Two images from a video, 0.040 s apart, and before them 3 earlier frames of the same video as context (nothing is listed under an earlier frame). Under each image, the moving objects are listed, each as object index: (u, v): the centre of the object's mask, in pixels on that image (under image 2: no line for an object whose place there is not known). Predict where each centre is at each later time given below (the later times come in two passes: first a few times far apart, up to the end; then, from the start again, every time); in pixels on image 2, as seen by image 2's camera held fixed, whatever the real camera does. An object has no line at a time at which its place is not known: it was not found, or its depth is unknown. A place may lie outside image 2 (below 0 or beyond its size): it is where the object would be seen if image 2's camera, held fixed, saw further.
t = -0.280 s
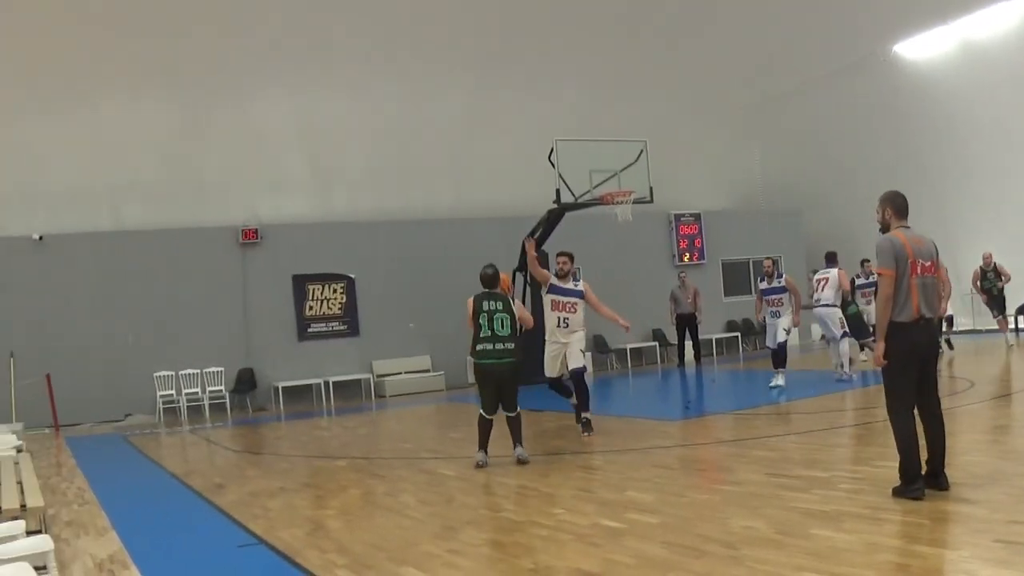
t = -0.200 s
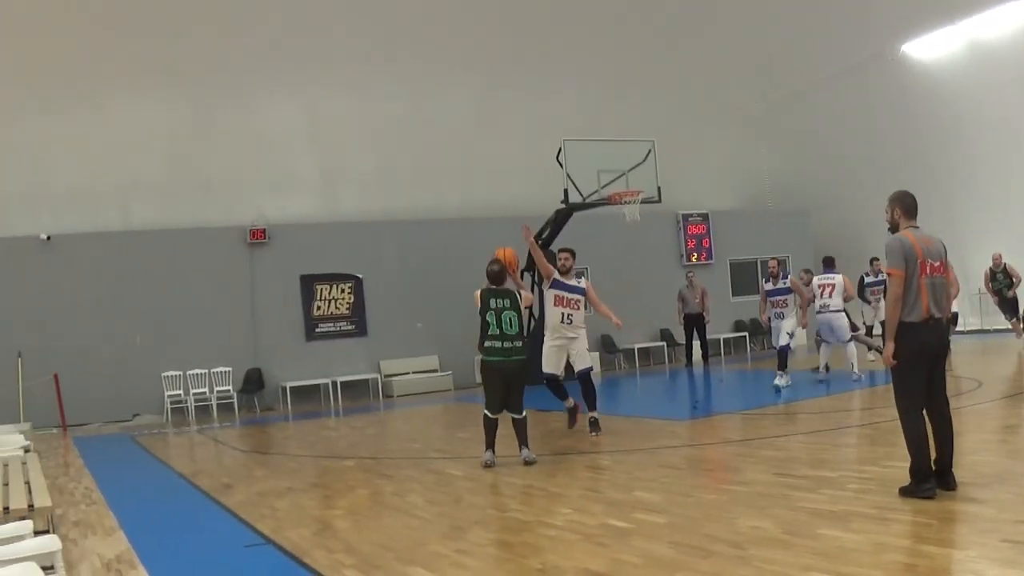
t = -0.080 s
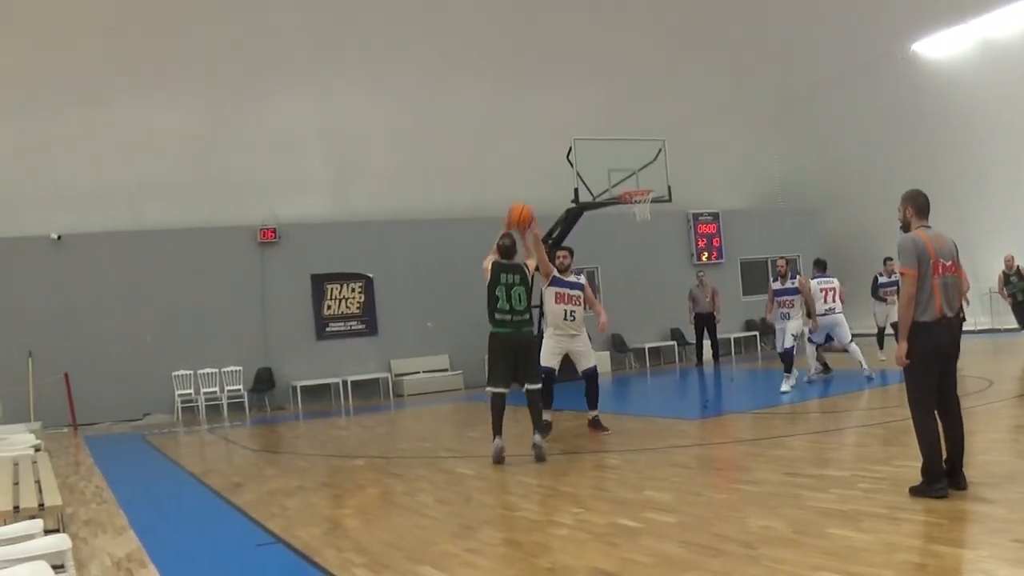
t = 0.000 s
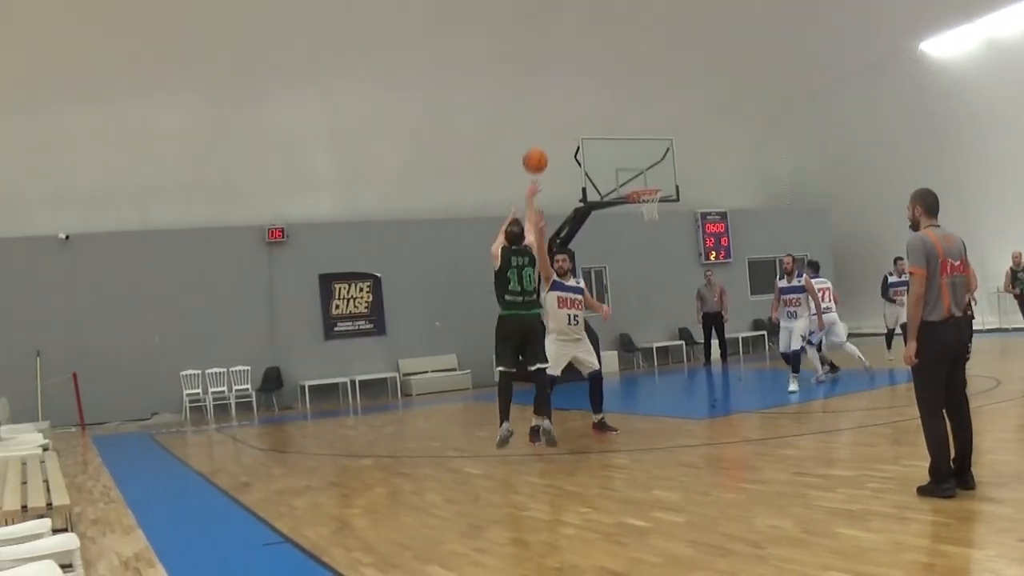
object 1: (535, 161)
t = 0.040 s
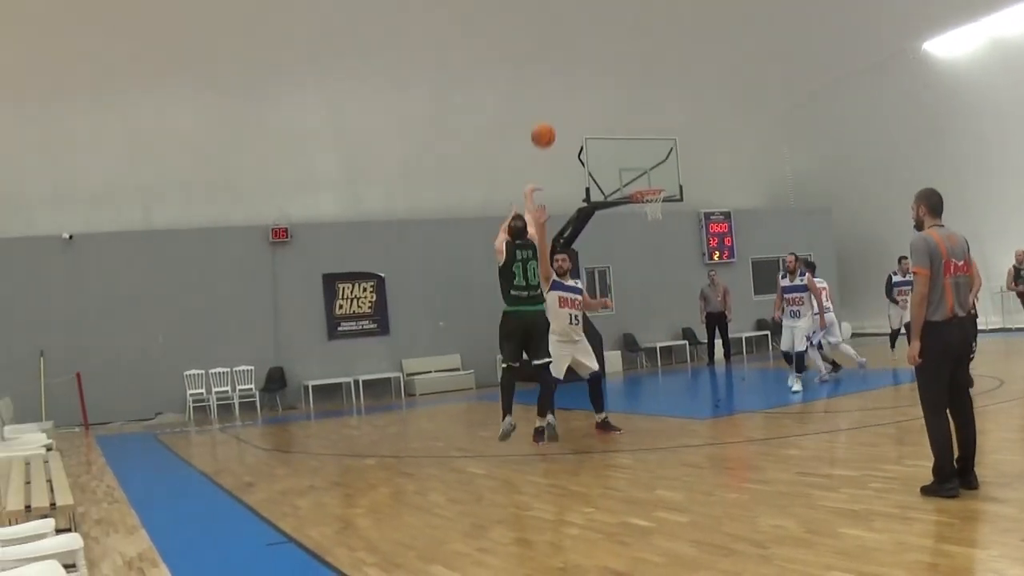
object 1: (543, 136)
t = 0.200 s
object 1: (564, 60)
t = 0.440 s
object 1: (588, 7)
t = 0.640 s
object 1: (605, 4)
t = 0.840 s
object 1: (621, 24)
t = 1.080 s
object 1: (641, 81)
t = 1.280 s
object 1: (657, 150)
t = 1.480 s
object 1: (673, 164)
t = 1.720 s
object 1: (695, 146)
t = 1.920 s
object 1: (712, 158)
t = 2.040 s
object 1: (717, 175)
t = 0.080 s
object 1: (549, 113)
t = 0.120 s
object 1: (553, 93)
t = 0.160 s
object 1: (560, 75)
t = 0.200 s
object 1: (564, 60)
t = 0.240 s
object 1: (568, 47)
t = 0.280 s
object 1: (572, 35)
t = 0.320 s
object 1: (576, 26)
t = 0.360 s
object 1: (580, 17)
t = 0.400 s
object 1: (584, 10)
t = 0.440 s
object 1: (588, 7)
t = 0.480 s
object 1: (591, 5)
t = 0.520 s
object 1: (595, 4)
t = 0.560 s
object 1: (598, 3)
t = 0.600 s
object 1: (602, 3)
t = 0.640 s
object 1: (605, 4)
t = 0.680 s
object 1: (609, 5)
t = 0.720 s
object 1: (612, 7)
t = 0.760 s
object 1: (615, 12)
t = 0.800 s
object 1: (619, 17)
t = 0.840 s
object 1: (621, 24)
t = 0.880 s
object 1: (625, 31)
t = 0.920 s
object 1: (628, 39)
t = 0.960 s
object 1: (632, 49)
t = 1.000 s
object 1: (635, 59)
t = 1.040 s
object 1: (638, 69)
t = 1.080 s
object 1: (641, 81)
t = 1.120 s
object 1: (644, 93)
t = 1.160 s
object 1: (648, 106)
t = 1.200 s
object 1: (651, 120)
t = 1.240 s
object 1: (654, 134)
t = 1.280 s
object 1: (657, 150)
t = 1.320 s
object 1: (660, 166)
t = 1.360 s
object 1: (663, 182)
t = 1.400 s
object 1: (666, 177)
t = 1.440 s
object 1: (670, 169)
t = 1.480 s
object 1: (673, 164)
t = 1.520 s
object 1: (677, 158)
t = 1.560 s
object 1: (681, 154)
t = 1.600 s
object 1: (684, 150)
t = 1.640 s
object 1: (688, 148)
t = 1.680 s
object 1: (691, 147)
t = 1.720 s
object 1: (695, 146)
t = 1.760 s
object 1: (699, 147)
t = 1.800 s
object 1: (702, 148)
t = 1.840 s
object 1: (706, 151)
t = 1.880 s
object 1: (709, 154)
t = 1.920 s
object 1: (712, 158)
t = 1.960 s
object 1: (715, 163)
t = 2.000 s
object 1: (716, 169)
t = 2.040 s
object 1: (717, 175)
